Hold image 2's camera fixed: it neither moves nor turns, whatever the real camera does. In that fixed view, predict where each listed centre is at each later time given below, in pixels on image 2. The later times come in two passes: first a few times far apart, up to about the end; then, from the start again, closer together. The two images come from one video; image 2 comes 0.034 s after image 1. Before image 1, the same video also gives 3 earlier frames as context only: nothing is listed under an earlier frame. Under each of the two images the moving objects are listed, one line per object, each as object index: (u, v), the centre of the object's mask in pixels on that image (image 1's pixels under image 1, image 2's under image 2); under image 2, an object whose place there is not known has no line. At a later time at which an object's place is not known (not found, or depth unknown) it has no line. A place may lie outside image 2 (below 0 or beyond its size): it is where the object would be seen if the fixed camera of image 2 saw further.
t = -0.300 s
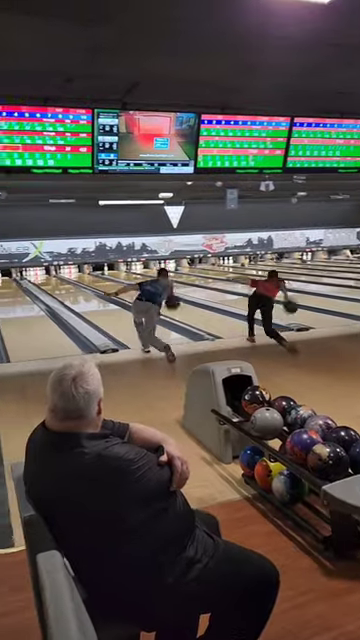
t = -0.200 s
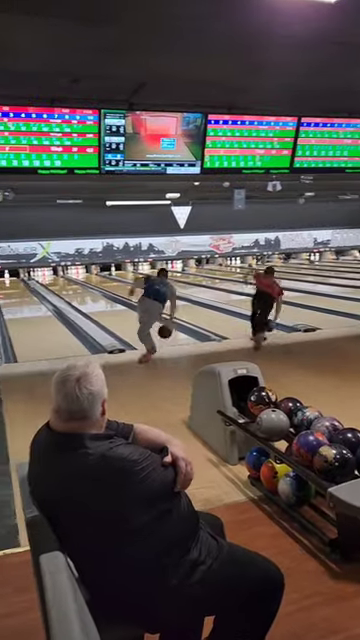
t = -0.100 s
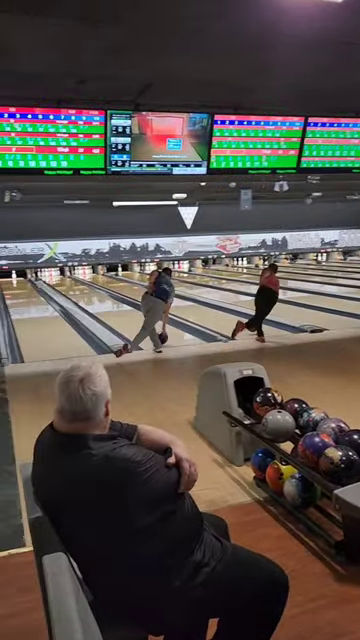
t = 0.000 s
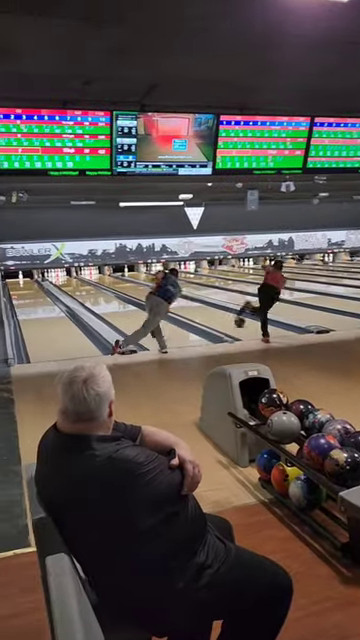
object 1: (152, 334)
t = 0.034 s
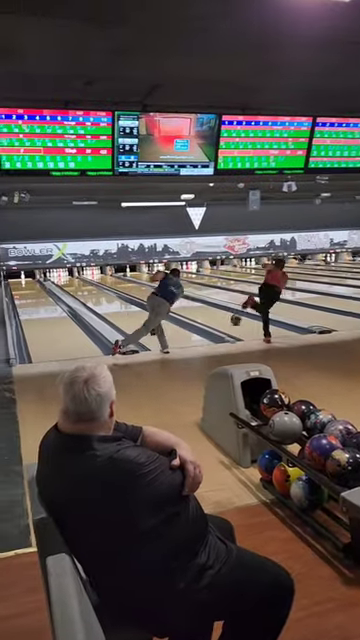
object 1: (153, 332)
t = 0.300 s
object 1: (130, 312)
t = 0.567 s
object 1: (113, 301)
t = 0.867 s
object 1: (100, 293)
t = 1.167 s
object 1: (90, 286)
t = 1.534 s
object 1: (79, 280)
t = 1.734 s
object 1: (74, 278)
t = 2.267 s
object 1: (51, 275)
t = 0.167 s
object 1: (140, 319)
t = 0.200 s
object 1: (137, 317)
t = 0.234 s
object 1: (135, 315)
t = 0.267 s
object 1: (132, 314)
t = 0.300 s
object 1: (130, 312)
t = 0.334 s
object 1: (128, 310)
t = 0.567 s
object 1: (113, 301)
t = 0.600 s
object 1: (112, 300)
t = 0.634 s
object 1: (110, 299)
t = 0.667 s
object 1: (109, 298)
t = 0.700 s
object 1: (107, 297)
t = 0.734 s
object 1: (106, 296)
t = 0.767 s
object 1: (105, 295)
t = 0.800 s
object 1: (103, 294)
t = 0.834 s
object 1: (101, 294)
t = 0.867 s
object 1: (100, 293)
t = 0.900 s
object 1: (99, 292)
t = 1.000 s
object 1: (95, 289)
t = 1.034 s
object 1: (94, 289)
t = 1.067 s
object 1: (93, 289)
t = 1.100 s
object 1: (92, 288)
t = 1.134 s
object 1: (91, 288)
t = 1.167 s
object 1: (90, 286)
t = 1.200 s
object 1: (89, 286)
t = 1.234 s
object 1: (88, 286)
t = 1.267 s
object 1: (87, 285)
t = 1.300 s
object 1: (86, 285)
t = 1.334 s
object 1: (84, 284)
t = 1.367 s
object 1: (84, 284)
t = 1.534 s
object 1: (79, 280)
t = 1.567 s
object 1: (78, 280)
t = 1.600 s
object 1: (77, 280)
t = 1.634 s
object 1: (76, 280)
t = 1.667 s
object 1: (76, 279)
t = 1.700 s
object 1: (74, 279)
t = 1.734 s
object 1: (74, 278)
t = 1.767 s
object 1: (74, 278)
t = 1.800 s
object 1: (72, 278)
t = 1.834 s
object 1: (71, 277)
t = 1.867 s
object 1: (70, 277)
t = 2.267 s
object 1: (51, 275)
